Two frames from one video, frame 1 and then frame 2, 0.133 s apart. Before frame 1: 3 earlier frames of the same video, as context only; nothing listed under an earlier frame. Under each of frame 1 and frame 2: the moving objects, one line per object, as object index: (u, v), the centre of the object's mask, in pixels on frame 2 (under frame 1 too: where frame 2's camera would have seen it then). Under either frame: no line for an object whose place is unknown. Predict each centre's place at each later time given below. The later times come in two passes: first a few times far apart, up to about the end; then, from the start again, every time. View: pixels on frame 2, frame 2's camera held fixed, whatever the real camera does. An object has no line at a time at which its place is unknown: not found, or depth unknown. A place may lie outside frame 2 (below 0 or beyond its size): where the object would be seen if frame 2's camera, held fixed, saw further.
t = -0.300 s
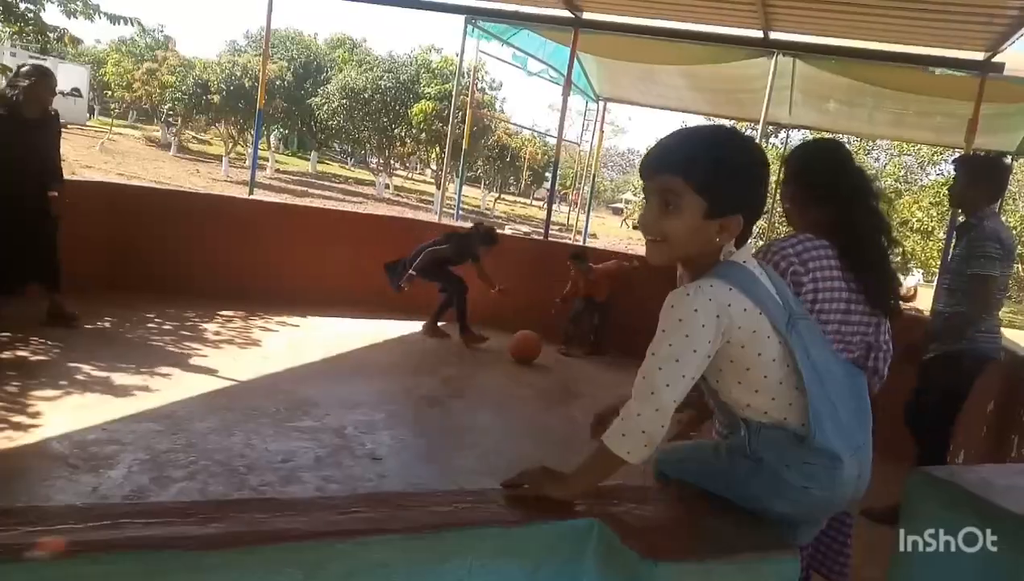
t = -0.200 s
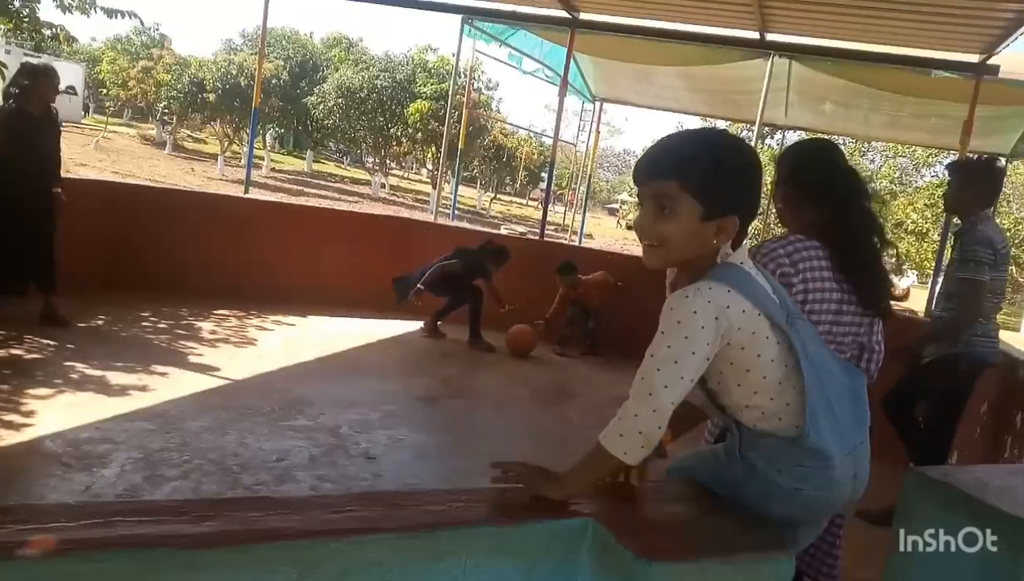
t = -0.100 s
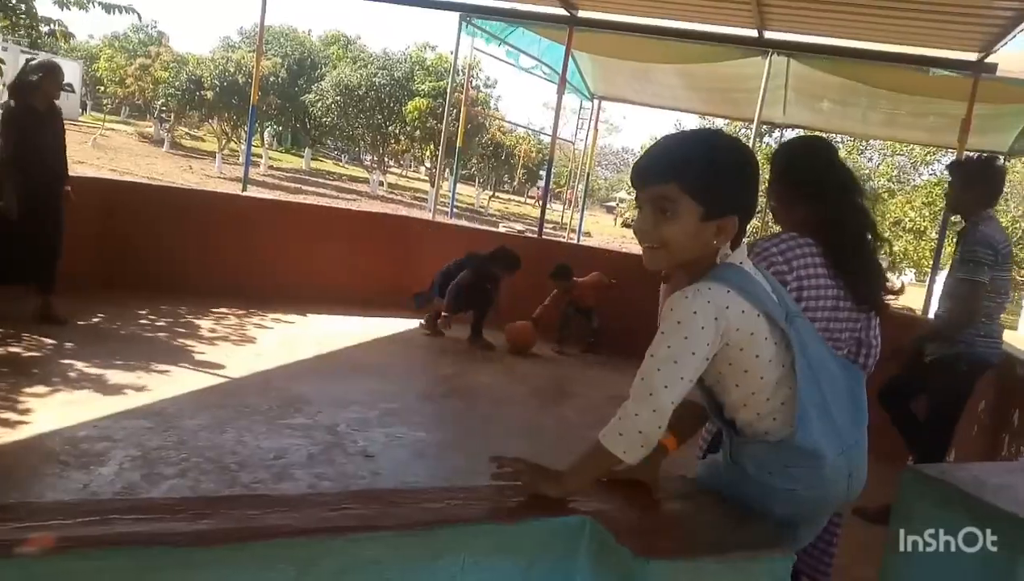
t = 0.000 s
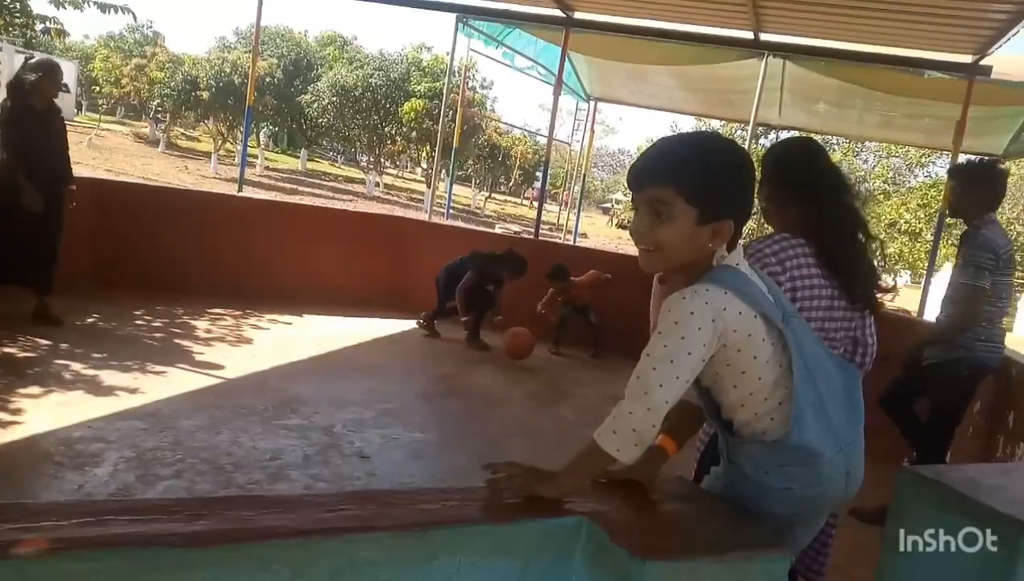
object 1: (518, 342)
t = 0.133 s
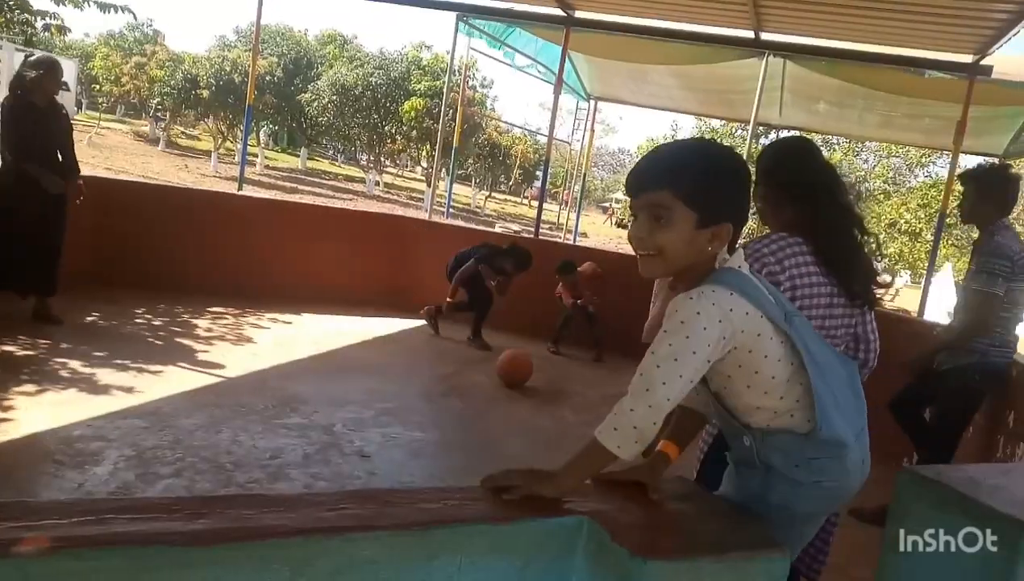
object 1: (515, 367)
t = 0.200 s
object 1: (516, 369)
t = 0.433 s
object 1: (520, 404)
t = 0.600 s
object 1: (525, 437)
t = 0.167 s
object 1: (515, 367)
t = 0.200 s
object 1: (516, 369)
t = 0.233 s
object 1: (517, 372)
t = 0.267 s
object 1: (517, 379)
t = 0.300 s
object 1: (517, 386)
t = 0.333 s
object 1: (516, 397)
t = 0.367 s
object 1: (518, 397)
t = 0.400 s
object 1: (520, 399)
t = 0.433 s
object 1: (520, 404)
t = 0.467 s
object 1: (521, 411)
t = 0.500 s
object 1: (522, 421)
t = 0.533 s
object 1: (522, 427)
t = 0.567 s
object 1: (524, 430)
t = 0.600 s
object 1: (525, 437)
